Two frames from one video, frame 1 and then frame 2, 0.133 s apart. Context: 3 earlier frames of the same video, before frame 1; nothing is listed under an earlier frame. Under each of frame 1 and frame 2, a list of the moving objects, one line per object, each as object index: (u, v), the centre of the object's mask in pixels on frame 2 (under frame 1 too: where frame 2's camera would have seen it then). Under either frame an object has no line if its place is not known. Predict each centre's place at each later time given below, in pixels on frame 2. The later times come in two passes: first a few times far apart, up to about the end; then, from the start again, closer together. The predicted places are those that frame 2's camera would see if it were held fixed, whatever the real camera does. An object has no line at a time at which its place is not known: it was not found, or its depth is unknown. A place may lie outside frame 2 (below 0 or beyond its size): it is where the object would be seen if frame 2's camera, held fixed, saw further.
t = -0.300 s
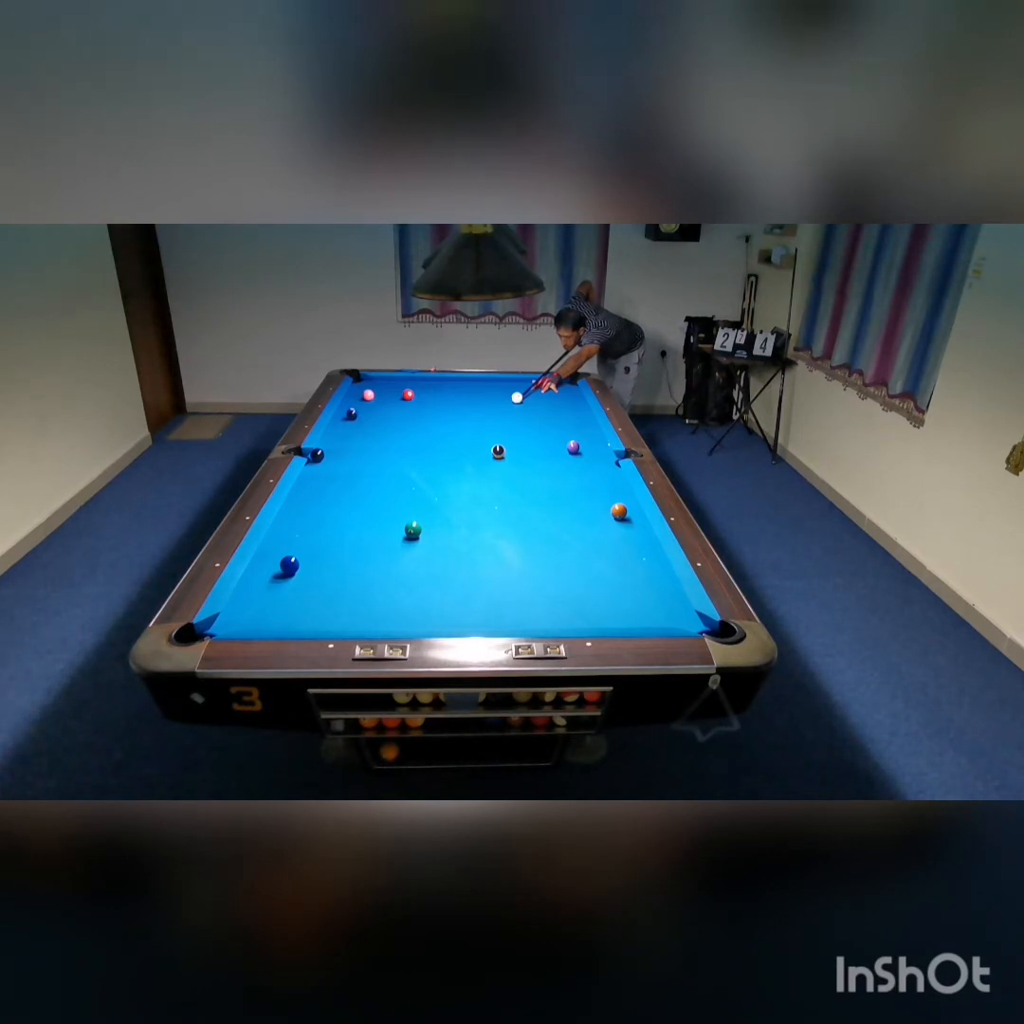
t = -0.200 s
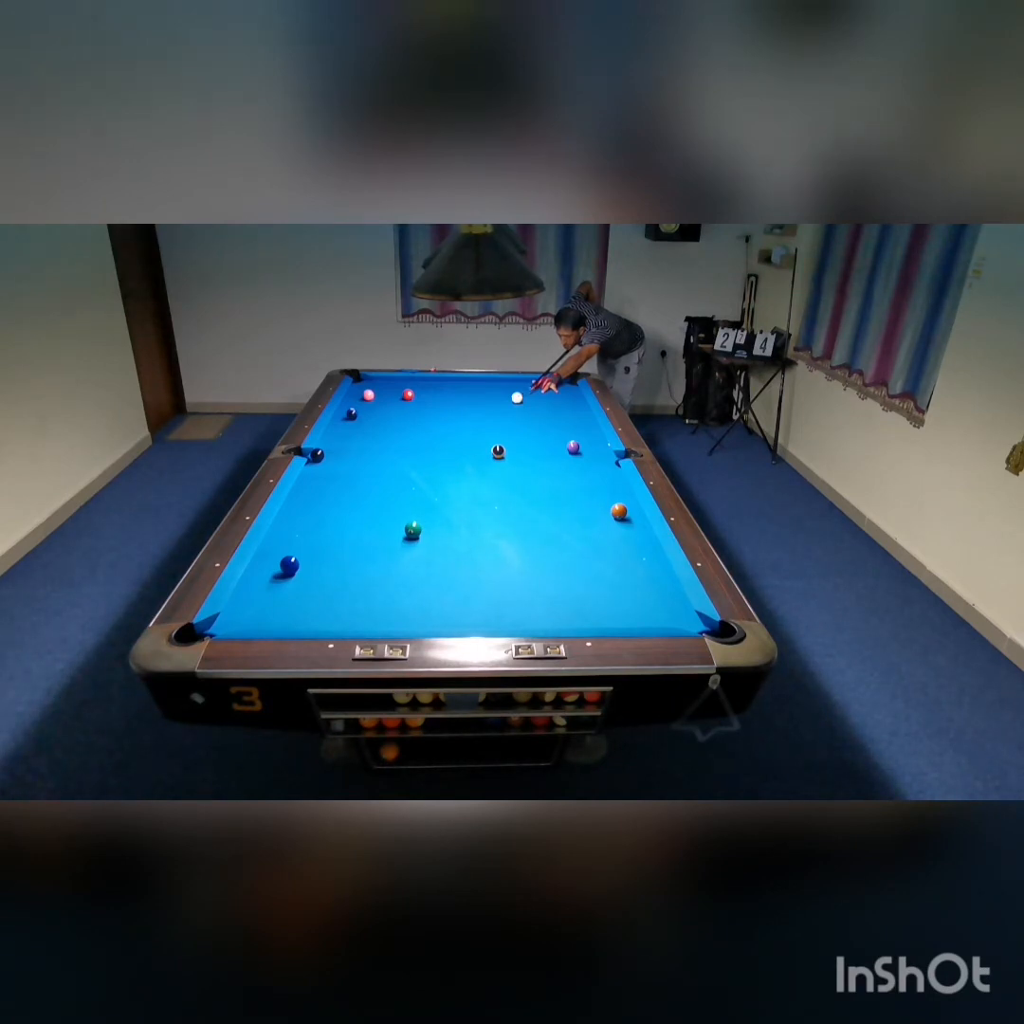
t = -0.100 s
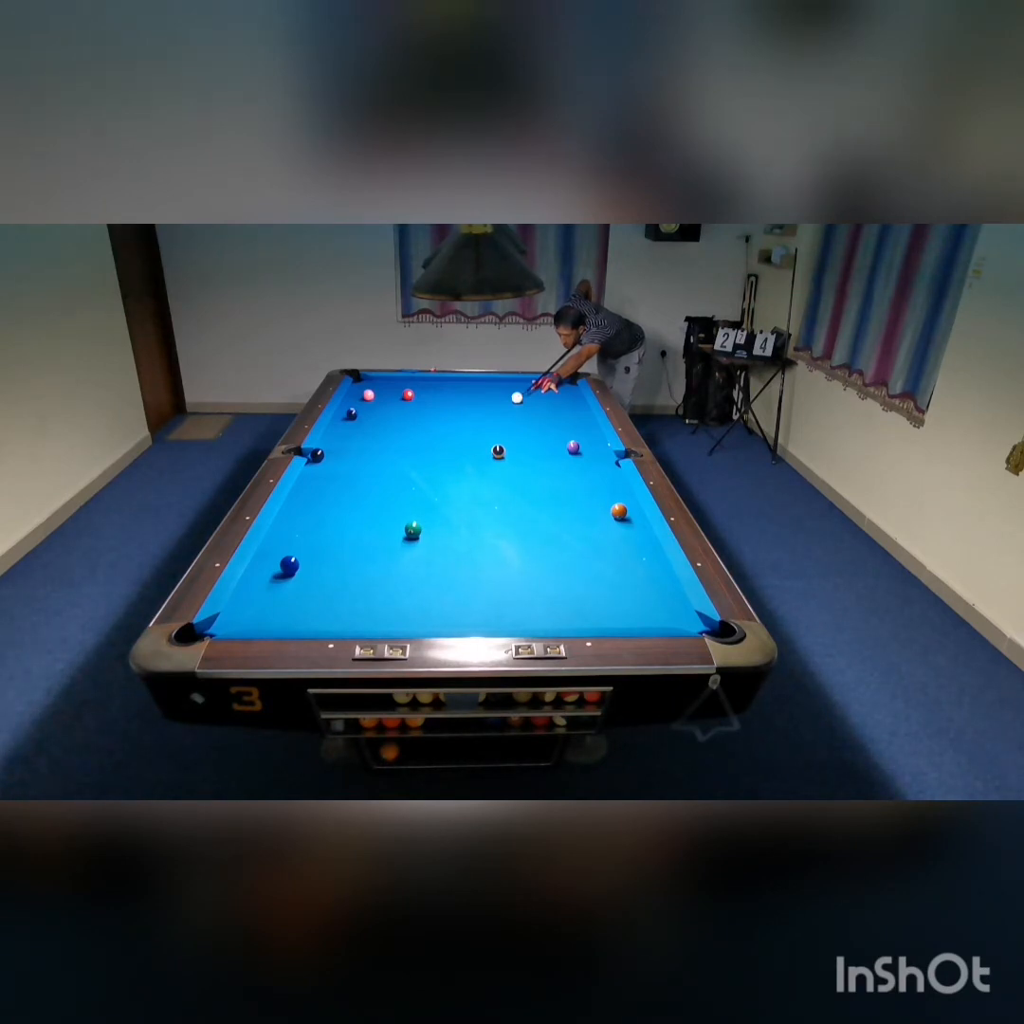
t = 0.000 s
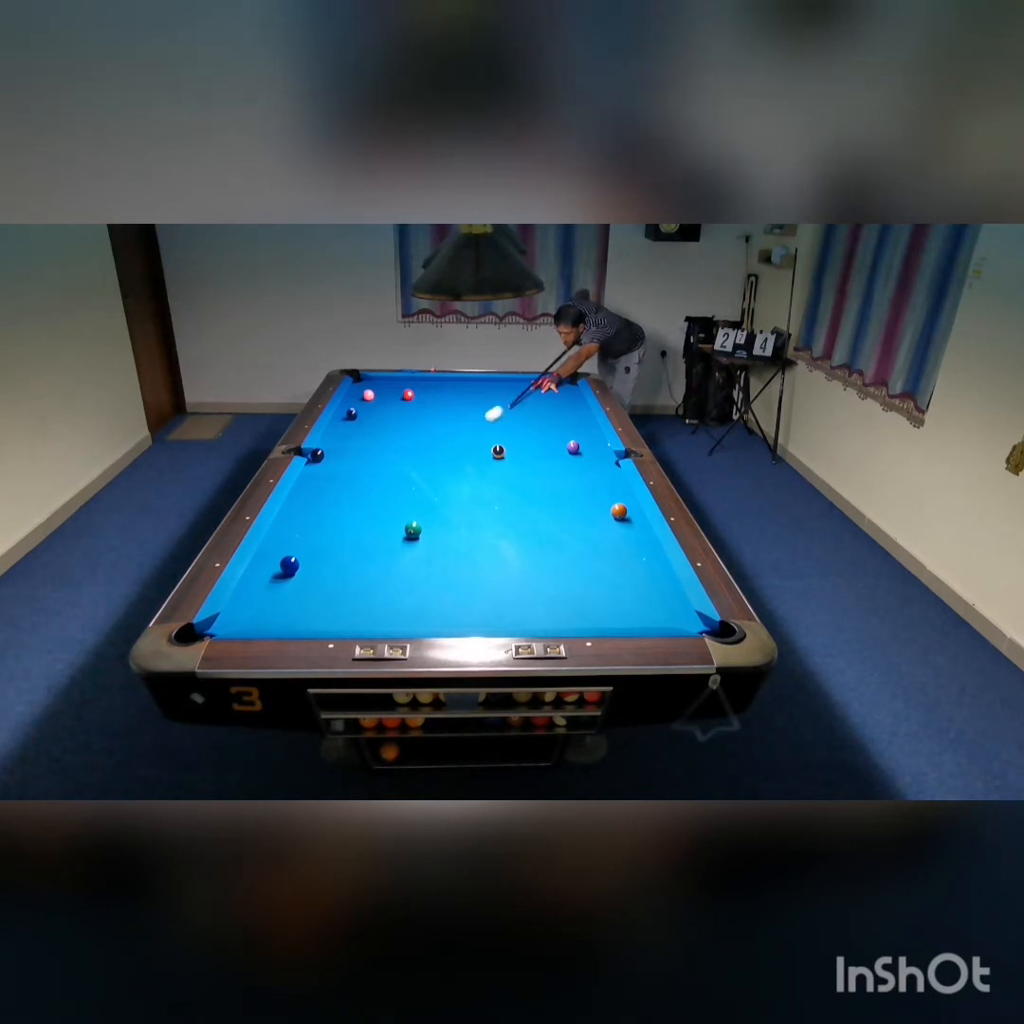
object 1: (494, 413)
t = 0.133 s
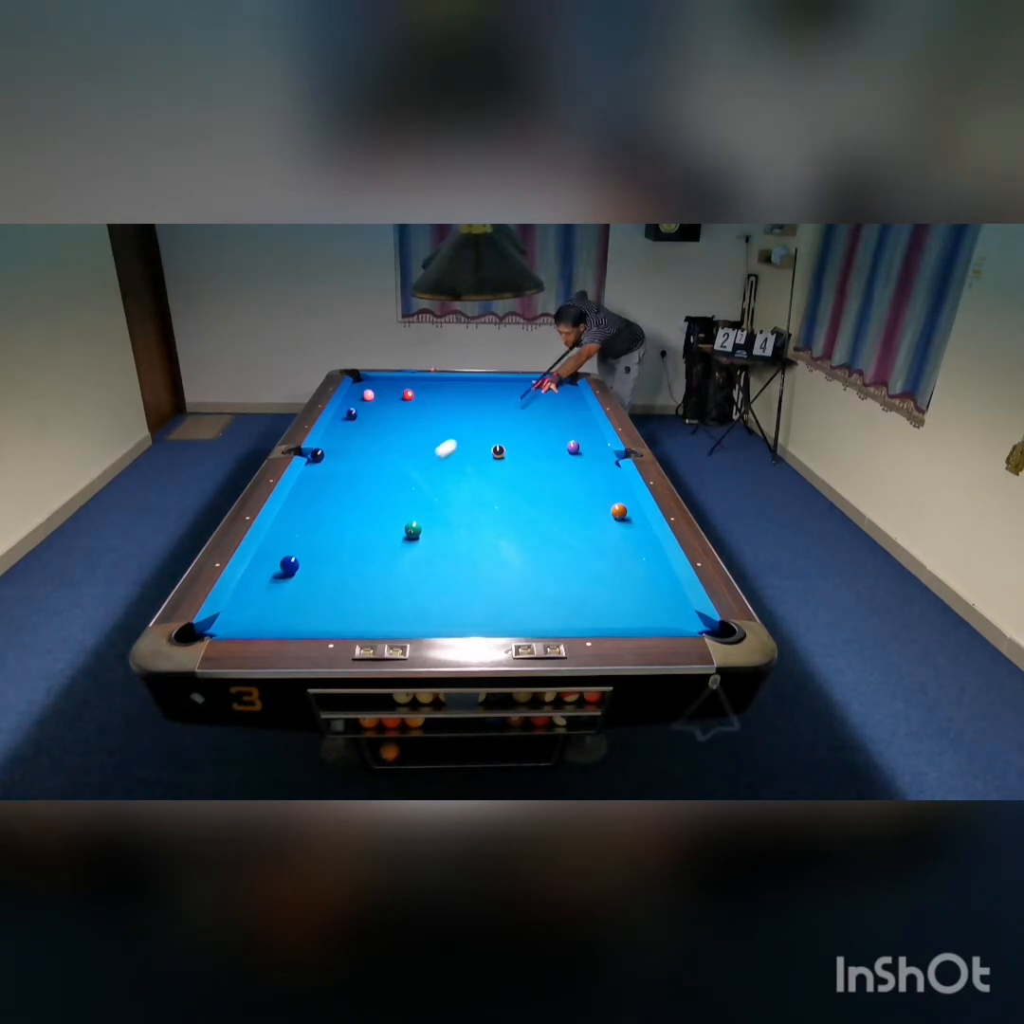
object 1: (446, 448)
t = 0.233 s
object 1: (418, 468)
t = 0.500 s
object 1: (292, 555)
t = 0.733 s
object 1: (276, 547)
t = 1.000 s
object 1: (278, 536)
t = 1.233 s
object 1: (289, 527)
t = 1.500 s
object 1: (299, 519)
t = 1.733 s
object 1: (308, 513)
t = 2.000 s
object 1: (314, 508)
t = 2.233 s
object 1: (320, 503)
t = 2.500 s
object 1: (327, 498)
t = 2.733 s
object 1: (331, 495)
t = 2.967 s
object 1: (335, 492)
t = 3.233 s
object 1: (339, 489)
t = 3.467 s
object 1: (342, 488)
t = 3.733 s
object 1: (344, 486)
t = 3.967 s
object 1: (345, 486)
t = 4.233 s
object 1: (346, 485)
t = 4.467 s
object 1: (346, 485)
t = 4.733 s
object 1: (346, 485)
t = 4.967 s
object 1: (346, 485)
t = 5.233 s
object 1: (346, 485)
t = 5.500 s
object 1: (346, 485)
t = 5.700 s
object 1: (346, 485)
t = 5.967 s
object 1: (346, 485)
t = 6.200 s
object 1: (346, 485)
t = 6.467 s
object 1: (346, 485)
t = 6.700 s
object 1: (346, 485)
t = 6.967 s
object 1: (346, 485)
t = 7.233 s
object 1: (346, 485)
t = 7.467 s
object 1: (346, 485)
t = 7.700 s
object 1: (346, 485)
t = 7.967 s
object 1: (346, 485)
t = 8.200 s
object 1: (346, 485)
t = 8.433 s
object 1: (346, 485)
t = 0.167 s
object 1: (446, 448)
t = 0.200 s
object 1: (432, 458)
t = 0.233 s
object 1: (418, 468)
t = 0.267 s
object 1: (402, 480)
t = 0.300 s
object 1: (385, 492)
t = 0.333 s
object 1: (368, 504)
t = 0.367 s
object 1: (349, 518)
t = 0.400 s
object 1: (329, 533)
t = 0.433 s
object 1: (308, 548)
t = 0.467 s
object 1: (296, 556)
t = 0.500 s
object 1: (292, 555)
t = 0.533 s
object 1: (288, 554)
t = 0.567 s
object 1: (284, 554)
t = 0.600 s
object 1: (282, 552)
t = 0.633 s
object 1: (280, 551)
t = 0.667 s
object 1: (278, 550)
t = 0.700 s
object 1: (277, 548)
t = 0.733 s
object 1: (276, 547)
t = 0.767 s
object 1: (275, 545)
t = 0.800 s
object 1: (273, 544)
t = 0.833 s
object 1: (272, 542)
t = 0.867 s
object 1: (271, 541)
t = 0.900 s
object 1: (273, 539)
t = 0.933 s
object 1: (274, 538)
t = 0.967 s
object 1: (276, 537)
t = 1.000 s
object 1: (278, 536)
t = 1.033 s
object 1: (279, 534)
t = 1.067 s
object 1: (281, 533)
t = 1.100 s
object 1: (283, 532)
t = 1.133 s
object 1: (284, 531)
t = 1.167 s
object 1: (286, 530)
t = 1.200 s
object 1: (287, 529)
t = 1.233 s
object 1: (289, 527)
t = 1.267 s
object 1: (290, 526)
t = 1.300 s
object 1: (291, 525)
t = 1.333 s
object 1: (293, 524)
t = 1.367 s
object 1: (294, 523)
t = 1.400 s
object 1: (295, 522)
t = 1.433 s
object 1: (297, 521)
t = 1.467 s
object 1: (298, 520)
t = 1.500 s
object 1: (299, 519)
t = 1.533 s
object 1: (301, 518)
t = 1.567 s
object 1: (302, 517)
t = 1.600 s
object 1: (303, 516)
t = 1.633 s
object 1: (304, 515)
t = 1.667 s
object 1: (305, 515)
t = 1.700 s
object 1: (306, 514)
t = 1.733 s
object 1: (308, 513)
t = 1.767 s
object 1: (309, 512)
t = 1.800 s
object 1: (309, 511)
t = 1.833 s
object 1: (311, 511)
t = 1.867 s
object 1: (311, 510)
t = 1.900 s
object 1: (312, 509)
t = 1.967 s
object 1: (313, 508)
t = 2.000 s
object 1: (314, 508)
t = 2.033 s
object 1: (315, 507)
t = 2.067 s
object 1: (316, 506)
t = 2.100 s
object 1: (317, 505)
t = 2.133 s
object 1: (318, 505)
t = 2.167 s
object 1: (319, 504)
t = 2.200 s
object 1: (320, 503)
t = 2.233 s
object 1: (320, 503)
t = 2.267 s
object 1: (321, 502)
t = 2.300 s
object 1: (322, 501)
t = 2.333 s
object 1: (323, 501)
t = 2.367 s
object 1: (324, 500)
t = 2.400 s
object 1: (325, 500)
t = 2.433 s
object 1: (325, 499)
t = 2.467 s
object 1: (326, 499)
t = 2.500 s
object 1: (327, 498)
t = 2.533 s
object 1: (327, 497)
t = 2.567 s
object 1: (328, 497)
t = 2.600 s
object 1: (329, 496)
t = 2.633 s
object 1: (329, 496)
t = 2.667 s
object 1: (330, 495)
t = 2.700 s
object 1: (330, 495)
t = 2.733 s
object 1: (331, 495)
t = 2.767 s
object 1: (332, 494)
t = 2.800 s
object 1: (332, 494)
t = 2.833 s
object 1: (333, 493)
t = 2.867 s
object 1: (333, 493)
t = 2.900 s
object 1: (334, 493)
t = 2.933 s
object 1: (335, 492)
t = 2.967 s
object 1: (335, 492)
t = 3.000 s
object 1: (336, 492)
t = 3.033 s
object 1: (336, 491)
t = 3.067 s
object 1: (336, 491)
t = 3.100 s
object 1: (337, 491)
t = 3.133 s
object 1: (338, 490)
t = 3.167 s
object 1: (338, 490)
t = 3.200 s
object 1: (338, 490)
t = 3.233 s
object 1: (339, 489)
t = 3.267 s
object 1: (339, 489)
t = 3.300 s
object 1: (340, 489)
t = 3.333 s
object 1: (340, 489)
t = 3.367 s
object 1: (341, 488)
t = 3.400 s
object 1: (341, 488)
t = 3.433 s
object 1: (341, 488)
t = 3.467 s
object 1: (342, 488)
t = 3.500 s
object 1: (342, 487)
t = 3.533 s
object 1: (342, 487)
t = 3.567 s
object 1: (342, 487)
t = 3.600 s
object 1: (343, 487)
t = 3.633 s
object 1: (343, 487)
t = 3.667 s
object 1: (343, 487)
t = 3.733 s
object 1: (344, 486)
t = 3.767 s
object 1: (344, 486)
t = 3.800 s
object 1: (344, 486)
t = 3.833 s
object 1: (344, 486)
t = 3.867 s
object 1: (345, 486)
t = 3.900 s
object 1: (345, 486)
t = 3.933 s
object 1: (345, 486)
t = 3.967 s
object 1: (345, 486)
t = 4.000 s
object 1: (345, 486)
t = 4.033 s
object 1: (345, 486)
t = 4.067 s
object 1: (345, 486)
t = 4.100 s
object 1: (345, 486)
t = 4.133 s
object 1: (346, 485)
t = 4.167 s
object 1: (346, 485)
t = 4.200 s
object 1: (346, 485)
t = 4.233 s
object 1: (346, 485)
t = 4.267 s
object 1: (346, 485)
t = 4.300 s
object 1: (346, 485)
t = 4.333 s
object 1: (346, 485)
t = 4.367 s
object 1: (346, 485)
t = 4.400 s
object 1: (346, 485)
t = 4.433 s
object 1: (346, 485)
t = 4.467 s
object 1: (346, 485)
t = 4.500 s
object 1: (346, 485)
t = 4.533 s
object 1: (346, 485)
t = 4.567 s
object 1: (346, 485)
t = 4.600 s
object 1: (346, 485)
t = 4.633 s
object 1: (346, 485)
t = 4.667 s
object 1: (346, 485)
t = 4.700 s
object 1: (346, 485)
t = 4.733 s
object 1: (346, 485)
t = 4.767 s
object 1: (346, 485)
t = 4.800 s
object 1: (346, 485)
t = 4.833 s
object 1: (346, 485)
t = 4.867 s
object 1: (346, 485)
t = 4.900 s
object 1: (346, 485)
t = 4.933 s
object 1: (346, 485)
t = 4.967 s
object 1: (346, 485)
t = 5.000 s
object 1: (346, 485)
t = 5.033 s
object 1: (346, 485)
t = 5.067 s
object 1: (346, 485)
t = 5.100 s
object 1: (346, 485)
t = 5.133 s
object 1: (346, 485)
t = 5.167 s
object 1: (346, 485)
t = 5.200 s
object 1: (346, 485)
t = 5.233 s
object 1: (346, 485)
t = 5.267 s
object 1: (346, 485)
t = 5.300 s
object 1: (346, 485)
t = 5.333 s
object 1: (346, 485)
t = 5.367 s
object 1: (346, 485)
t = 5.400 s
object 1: (346, 485)
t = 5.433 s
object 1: (346, 485)
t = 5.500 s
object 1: (346, 485)
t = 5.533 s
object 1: (346, 485)
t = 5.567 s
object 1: (346, 485)
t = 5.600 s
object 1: (346, 485)
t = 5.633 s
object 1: (346, 485)
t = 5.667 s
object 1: (346, 485)
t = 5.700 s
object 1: (346, 485)
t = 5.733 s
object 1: (346, 485)
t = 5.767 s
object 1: (346, 485)
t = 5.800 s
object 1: (346, 485)
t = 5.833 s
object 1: (346, 485)
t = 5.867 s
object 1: (346, 485)
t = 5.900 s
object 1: (346, 485)
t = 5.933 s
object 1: (346, 485)
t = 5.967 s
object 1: (346, 485)
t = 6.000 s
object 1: (346, 485)
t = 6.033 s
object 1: (346, 485)
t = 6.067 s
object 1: (346, 485)
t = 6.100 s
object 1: (346, 485)
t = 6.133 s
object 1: (346, 485)
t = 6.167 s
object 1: (346, 485)
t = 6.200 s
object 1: (346, 485)
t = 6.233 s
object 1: (346, 485)
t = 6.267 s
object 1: (346, 485)
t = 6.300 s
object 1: (346, 485)
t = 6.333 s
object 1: (346, 485)
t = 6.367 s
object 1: (346, 485)
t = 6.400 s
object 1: (346, 485)
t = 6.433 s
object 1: (346, 485)
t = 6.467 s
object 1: (346, 485)
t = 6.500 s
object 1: (346, 485)
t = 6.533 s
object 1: (346, 485)
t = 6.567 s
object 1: (346, 485)
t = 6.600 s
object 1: (346, 485)
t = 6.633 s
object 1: (346, 485)
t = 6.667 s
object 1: (346, 485)
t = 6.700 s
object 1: (346, 485)
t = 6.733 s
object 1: (346, 485)
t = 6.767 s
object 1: (346, 485)
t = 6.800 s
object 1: (346, 485)
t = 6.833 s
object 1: (346, 485)
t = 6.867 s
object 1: (346, 485)
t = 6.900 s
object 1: (346, 485)
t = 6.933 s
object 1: (346, 485)
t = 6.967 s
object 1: (346, 485)
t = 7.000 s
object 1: (346, 485)
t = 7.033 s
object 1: (346, 485)
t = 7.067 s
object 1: (346, 485)
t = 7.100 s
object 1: (346, 485)
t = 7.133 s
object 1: (346, 485)
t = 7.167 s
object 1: (346, 485)
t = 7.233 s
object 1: (346, 485)
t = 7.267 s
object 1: (346, 485)
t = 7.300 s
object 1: (346, 485)
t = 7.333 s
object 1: (346, 485)
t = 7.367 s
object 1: (346, 485)
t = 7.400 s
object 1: (346, 485)
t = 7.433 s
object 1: (346, 485)
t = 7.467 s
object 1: (346, 485)
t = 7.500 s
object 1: (346, 485)
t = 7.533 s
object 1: (346, 485)
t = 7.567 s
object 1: (346, 485)
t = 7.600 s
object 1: (346, 485)
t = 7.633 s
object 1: (346, 485)
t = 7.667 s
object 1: (346, 485)
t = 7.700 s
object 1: (346, 485)
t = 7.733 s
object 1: (346, 485)
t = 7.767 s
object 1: (346, 485)
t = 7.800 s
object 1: (346, 485)
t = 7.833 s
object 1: (346, 485)
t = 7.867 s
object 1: (346, 485)
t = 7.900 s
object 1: (346, 485)
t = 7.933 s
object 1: (346, 485)
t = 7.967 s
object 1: (346, 485)
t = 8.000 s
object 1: (346, 485)
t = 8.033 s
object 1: (346, 485)
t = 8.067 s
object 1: (346, 485)
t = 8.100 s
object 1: (346, 485)
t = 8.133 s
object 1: (346, 485)
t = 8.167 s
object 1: (346, 485)
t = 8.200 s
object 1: (346, 485)
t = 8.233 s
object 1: (346, 485)
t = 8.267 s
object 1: (346, 485)
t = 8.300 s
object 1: (346, 485)
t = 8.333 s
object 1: (346, 485)
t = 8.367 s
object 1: (346, 485)
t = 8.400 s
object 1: (346, 485)
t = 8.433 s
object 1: (346, 485)
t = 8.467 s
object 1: (346, 485)
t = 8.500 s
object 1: (346, 485)
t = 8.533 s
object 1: (346, 485)
